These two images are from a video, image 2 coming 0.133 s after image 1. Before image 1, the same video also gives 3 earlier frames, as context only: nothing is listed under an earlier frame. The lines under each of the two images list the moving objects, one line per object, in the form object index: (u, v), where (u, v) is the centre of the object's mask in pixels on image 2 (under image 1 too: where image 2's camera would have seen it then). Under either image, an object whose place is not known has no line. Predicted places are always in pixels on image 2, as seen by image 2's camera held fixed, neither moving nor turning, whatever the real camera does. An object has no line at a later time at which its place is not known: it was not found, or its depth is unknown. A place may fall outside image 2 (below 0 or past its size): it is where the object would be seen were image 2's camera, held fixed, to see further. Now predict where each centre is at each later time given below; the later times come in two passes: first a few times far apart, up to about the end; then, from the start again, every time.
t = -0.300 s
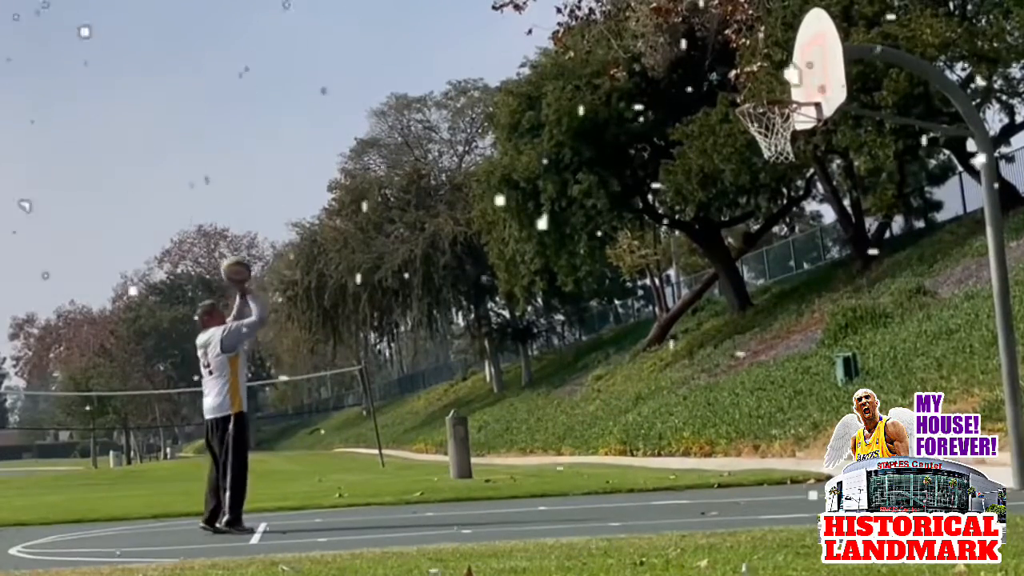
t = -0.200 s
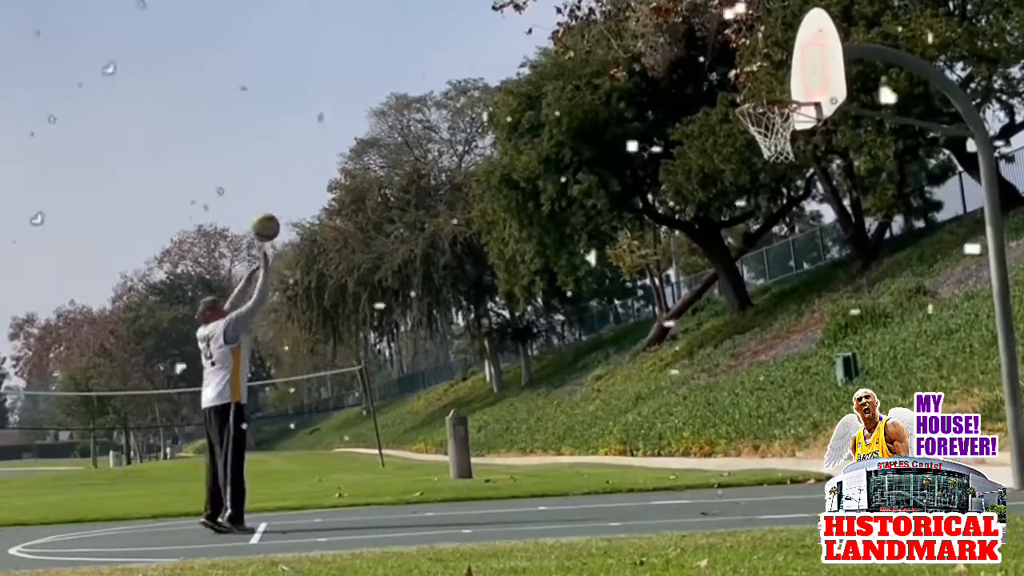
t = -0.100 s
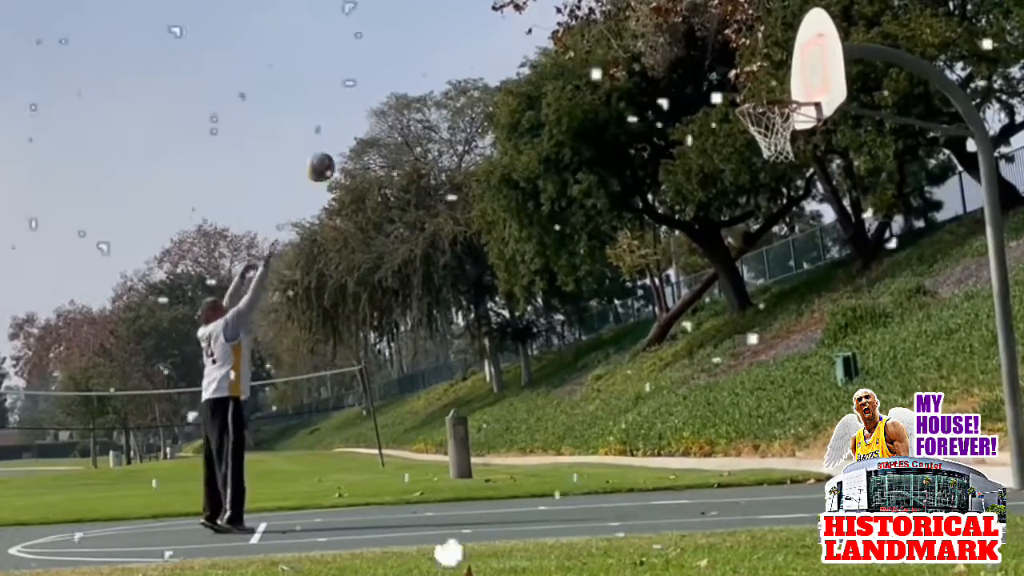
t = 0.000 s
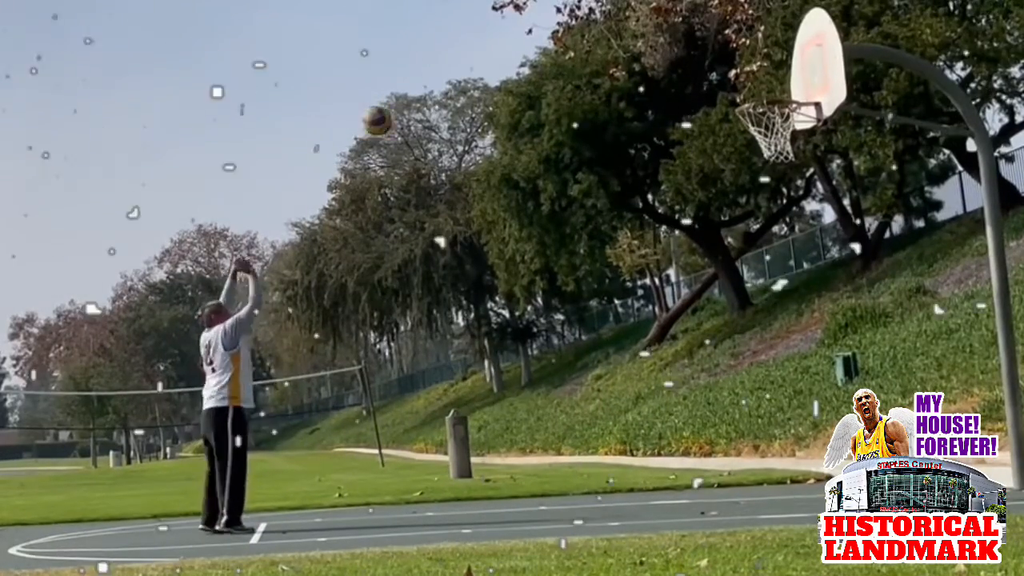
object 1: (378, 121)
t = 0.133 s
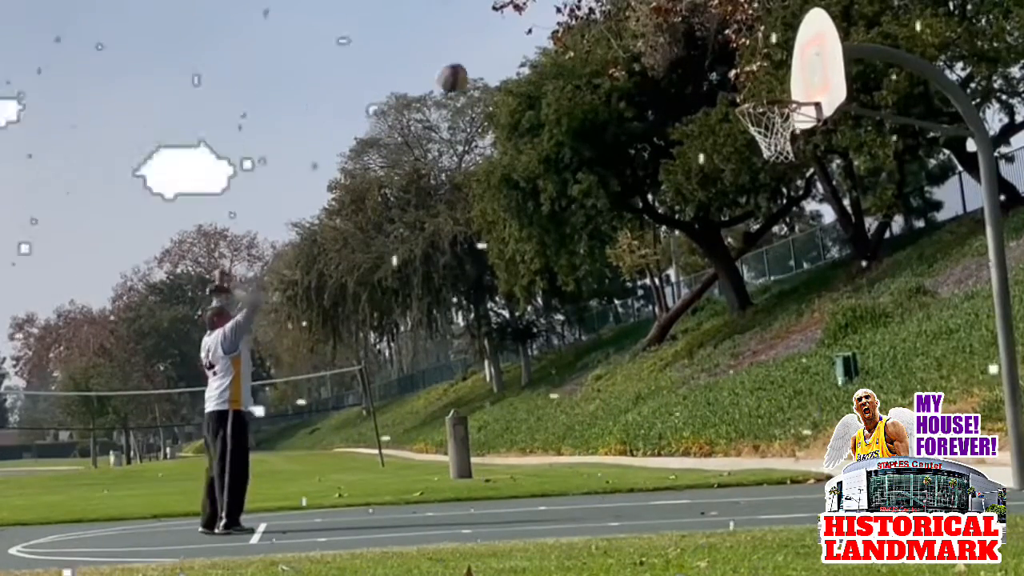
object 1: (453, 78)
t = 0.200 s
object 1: (491, 64)
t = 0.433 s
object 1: (623, 58)
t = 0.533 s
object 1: (685, 77)
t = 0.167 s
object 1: (471, 71)
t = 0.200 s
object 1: (491, 64)
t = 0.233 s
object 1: (510, 60)
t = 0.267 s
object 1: (530, 56)
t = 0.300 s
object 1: (551, 52)
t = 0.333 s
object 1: (566, 50)
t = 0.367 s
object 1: (584, 51)
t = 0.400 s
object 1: (603, 53)
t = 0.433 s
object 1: (623, 58)
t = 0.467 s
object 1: (644, 63)
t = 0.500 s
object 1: (664, 69)
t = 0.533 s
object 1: (685, 77)
